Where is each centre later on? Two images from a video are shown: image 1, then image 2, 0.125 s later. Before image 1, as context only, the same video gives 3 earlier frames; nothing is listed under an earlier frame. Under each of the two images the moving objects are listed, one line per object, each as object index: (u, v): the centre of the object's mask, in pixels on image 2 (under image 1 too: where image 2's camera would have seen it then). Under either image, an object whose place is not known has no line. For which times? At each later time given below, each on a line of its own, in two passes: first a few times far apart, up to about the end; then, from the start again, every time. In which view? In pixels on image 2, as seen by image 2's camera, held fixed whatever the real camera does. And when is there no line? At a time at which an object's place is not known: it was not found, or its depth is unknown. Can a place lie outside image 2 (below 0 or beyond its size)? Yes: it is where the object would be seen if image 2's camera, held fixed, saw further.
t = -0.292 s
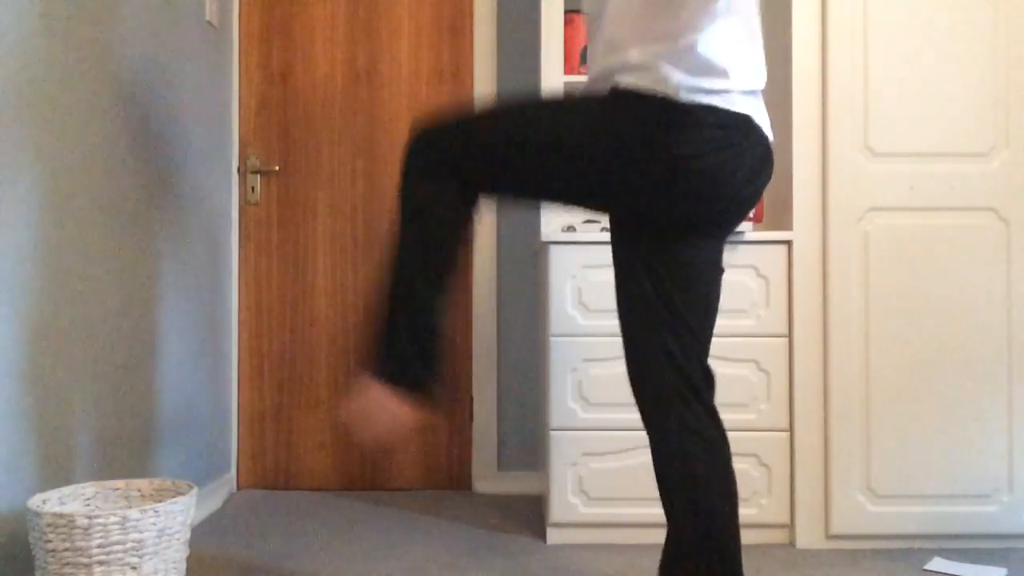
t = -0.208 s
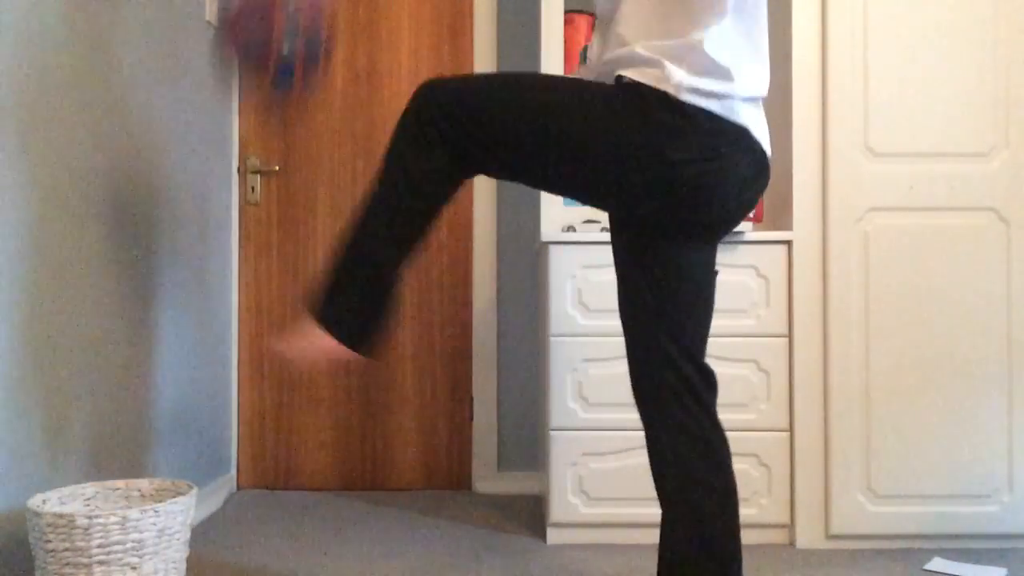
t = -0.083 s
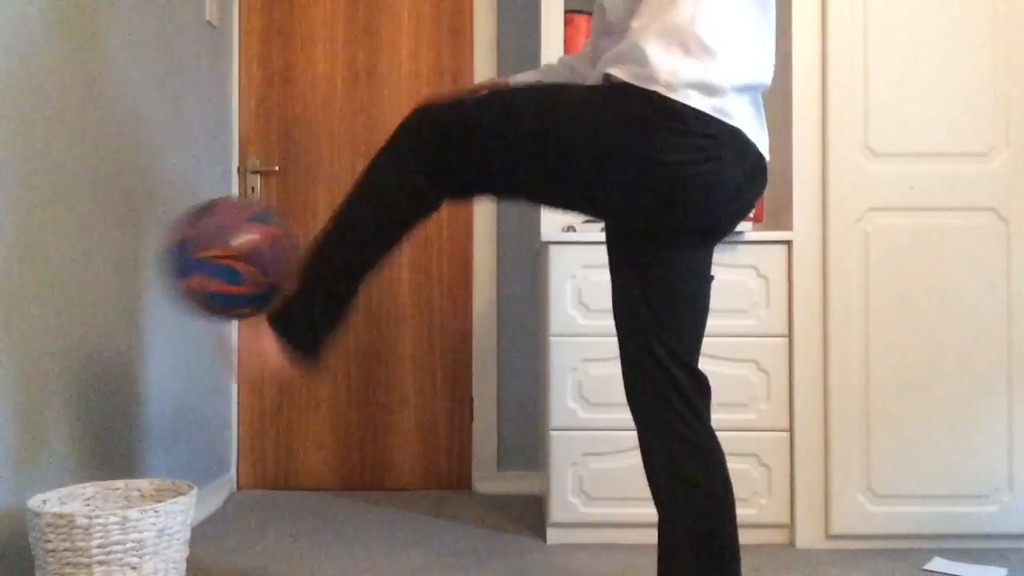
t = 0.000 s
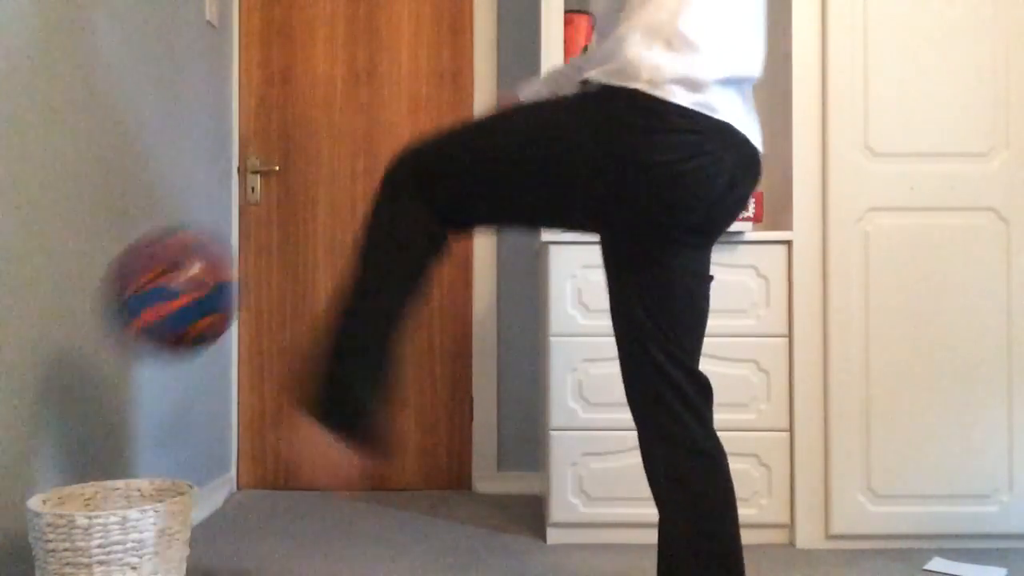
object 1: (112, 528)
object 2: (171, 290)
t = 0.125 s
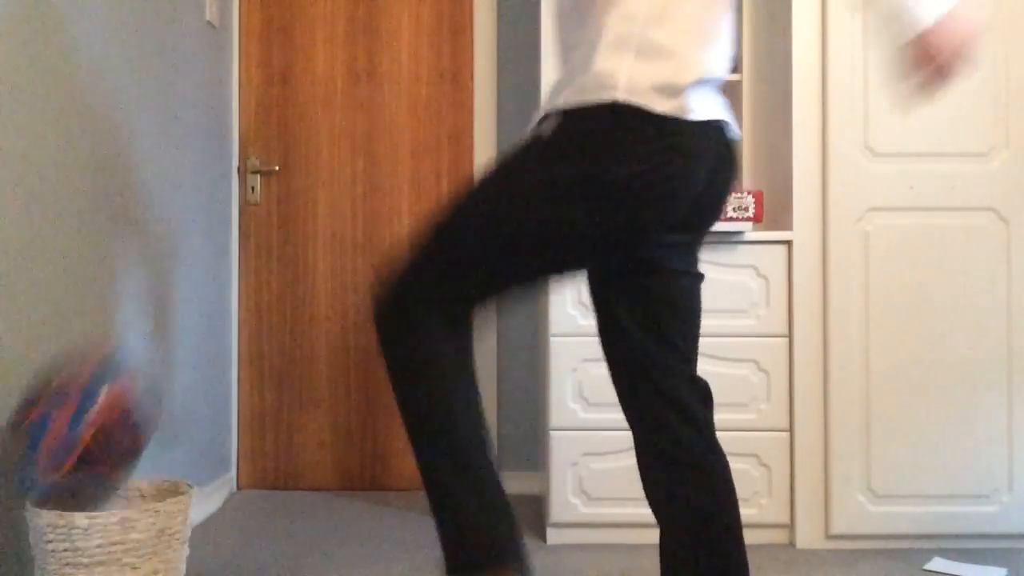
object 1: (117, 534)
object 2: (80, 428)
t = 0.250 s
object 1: (79, 531)
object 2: (52, 447)
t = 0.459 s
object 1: (129, 537)
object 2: (153, 484)
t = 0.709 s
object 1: (182, 531)
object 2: (236, 492)
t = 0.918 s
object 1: (246, 543)
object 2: (333, 550)
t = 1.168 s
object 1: (245, 545)
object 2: (375, 544)
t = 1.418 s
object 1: (245, 546)
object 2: (448, 545)
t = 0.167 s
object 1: (88, 531)
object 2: (61, 444)
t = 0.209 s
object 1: (79, 528)
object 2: (50, 440)
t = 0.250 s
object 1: (79, 531)
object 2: (52, 447)
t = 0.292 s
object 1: (86, 534)
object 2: (64, 457)
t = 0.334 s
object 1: (97, 541)
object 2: (87, 474)
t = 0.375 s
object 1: (108, 542)
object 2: (116, 484)
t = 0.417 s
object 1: (120, 539)
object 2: (137, 486)
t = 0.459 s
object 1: (129, 537)
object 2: (153, 484)
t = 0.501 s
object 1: (140, 535)
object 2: (168, 484)
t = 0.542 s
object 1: (149, 534)
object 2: (181, 484)
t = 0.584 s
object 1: (155, 533)
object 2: (194, 485)
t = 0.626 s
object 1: (163, 533)
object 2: (207, 486)
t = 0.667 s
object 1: (171, 531)
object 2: (221, 488)
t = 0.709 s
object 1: (182, 531)
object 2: (236, 492)
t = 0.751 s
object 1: (194, 533)
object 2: (253, 499)
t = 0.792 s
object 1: (204, 535)
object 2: (273, 508)
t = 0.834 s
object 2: (292, 520)
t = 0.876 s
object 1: (232, 537)
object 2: (316, 537)
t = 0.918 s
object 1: (246, 543)
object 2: (333, 550)
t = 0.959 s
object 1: (243, 539)
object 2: (340, 540)
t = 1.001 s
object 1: (241, 539)
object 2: (345, 534)
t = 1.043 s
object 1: (242, 541)
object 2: (350, 534)
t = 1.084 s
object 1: (243, 545)
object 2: (359, 540)
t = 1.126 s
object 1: (244, 545)
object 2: (366, 548)
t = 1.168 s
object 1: (245, 545)
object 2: (375, 544)
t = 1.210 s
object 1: (245, 546)
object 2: (389, 543)
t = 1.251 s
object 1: (245, 546)
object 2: (403, 547)
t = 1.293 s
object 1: (246, 546)
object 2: (413, 546)
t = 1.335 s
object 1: (245, 546)
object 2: (426, 547)
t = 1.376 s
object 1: (245, 546)
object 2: (437, 546)
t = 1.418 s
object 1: (245, 546)
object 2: (448, 545)
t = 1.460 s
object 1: (245, 546)
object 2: (459, 543)
